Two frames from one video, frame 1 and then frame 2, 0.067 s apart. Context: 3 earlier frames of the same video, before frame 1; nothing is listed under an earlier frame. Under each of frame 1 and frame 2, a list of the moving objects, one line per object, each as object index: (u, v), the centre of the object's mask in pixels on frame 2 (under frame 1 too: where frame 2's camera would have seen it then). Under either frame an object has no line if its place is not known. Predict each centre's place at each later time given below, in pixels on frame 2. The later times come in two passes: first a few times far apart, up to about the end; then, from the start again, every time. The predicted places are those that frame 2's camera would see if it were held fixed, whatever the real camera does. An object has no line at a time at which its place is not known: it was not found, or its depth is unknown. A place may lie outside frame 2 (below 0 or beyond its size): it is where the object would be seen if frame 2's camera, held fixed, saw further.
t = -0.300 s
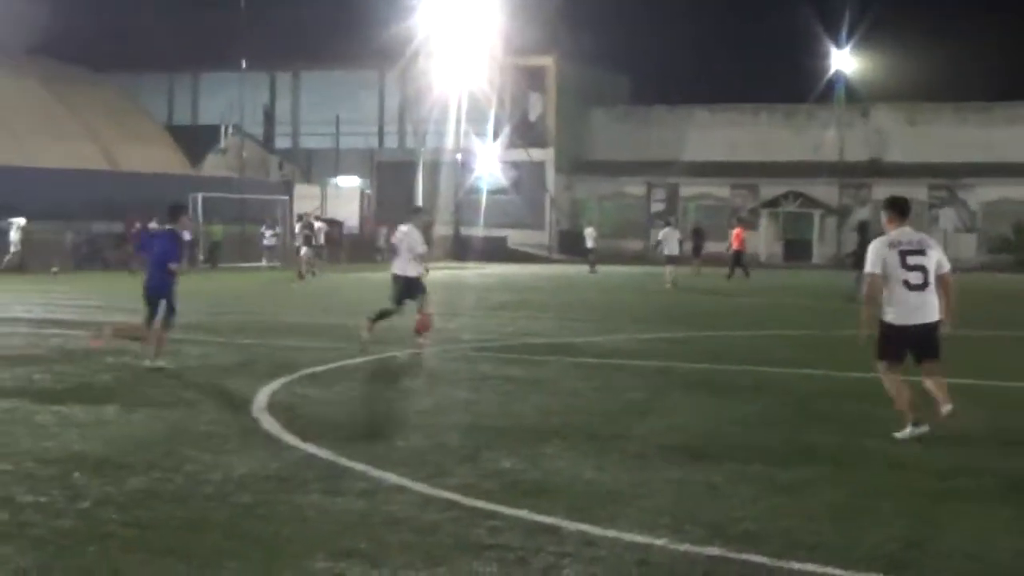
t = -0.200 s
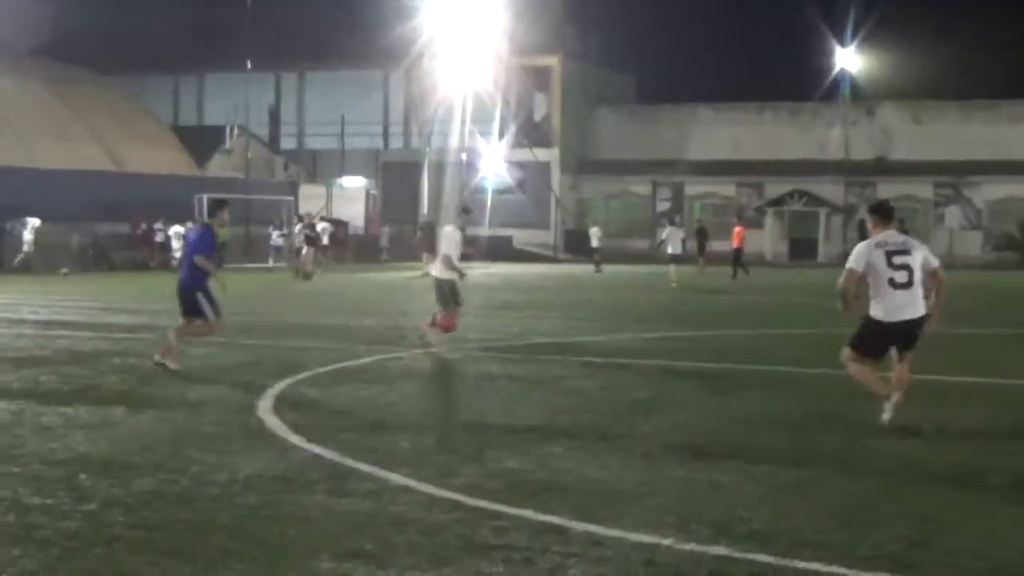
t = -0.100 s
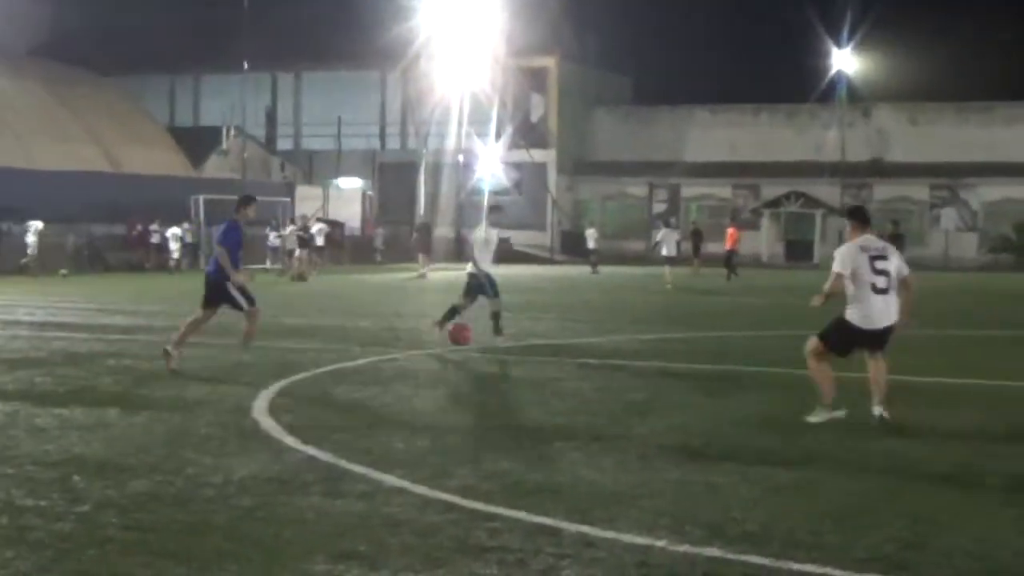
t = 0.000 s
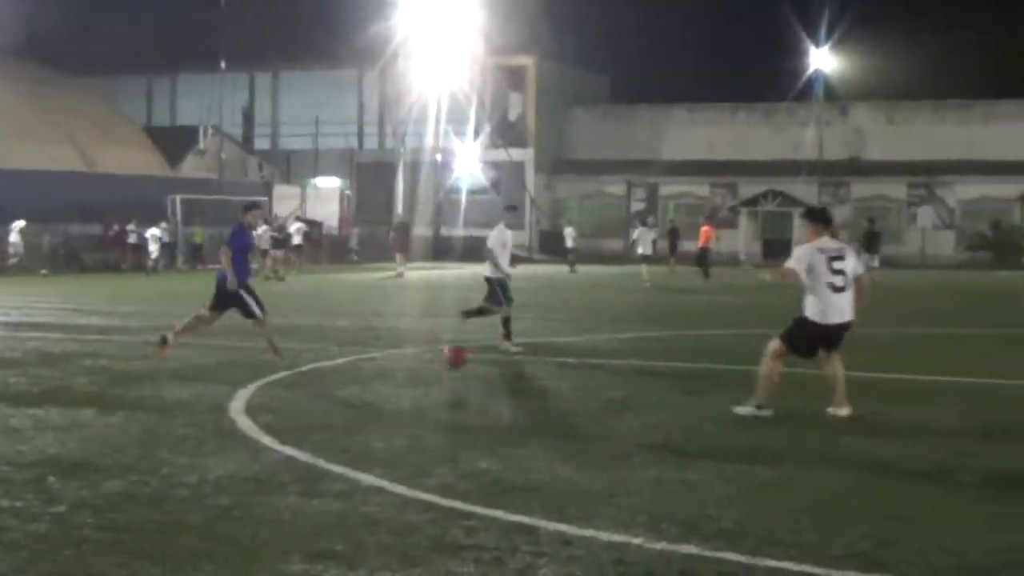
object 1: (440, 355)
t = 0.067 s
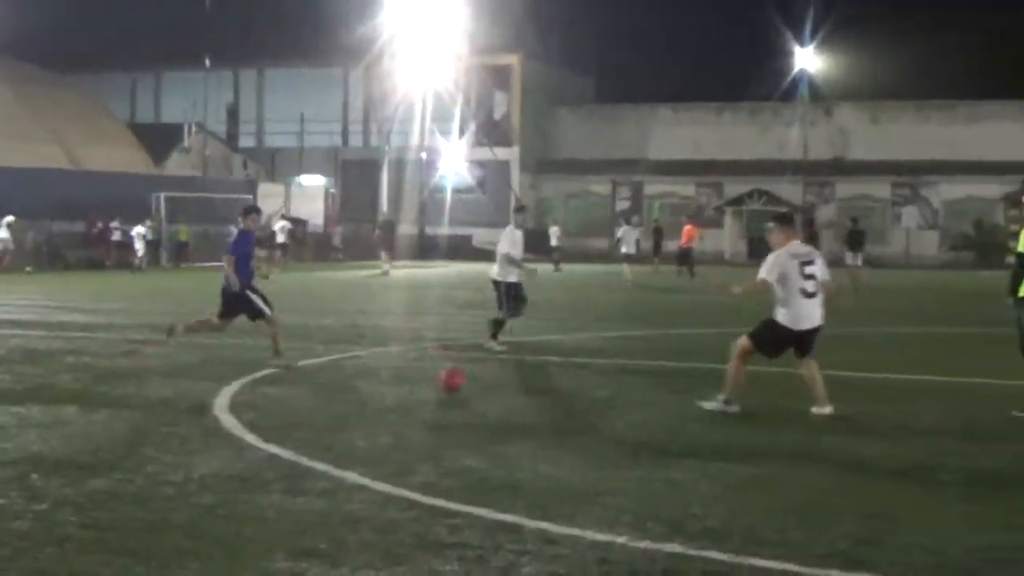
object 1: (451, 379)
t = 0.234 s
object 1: (475, 384)
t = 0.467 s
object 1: (507, 422)
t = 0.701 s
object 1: (532, 458)
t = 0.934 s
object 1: (556, 505)
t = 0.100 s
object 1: (456, 380)
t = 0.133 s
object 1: (460, 378)
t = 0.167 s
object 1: (464, 378)
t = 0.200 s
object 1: (470, 381)
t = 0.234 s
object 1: (475, 384)
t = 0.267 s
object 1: (481, 388)
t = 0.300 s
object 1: (485, 396)
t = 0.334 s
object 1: (491, 404)
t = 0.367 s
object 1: (495, 415)
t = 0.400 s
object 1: (499, 420)
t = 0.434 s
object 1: (503, 420)
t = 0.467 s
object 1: (507, 422)
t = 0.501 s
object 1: (509, 427)
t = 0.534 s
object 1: (512, 433)
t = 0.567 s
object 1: (518, 441)
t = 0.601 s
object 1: (521, 449)
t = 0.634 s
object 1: (524, 452)
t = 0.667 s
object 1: (529, 453)
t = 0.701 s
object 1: (532, 458)
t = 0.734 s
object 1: (535, 464)
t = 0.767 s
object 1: (539, 473)
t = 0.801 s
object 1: (542, 488)
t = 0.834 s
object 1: (545, 490)
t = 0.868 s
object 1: (549, 492)
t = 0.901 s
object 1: (553, 498)
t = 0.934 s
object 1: (556, 505)
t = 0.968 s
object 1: (559, 516)
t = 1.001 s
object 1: (562, 530)
